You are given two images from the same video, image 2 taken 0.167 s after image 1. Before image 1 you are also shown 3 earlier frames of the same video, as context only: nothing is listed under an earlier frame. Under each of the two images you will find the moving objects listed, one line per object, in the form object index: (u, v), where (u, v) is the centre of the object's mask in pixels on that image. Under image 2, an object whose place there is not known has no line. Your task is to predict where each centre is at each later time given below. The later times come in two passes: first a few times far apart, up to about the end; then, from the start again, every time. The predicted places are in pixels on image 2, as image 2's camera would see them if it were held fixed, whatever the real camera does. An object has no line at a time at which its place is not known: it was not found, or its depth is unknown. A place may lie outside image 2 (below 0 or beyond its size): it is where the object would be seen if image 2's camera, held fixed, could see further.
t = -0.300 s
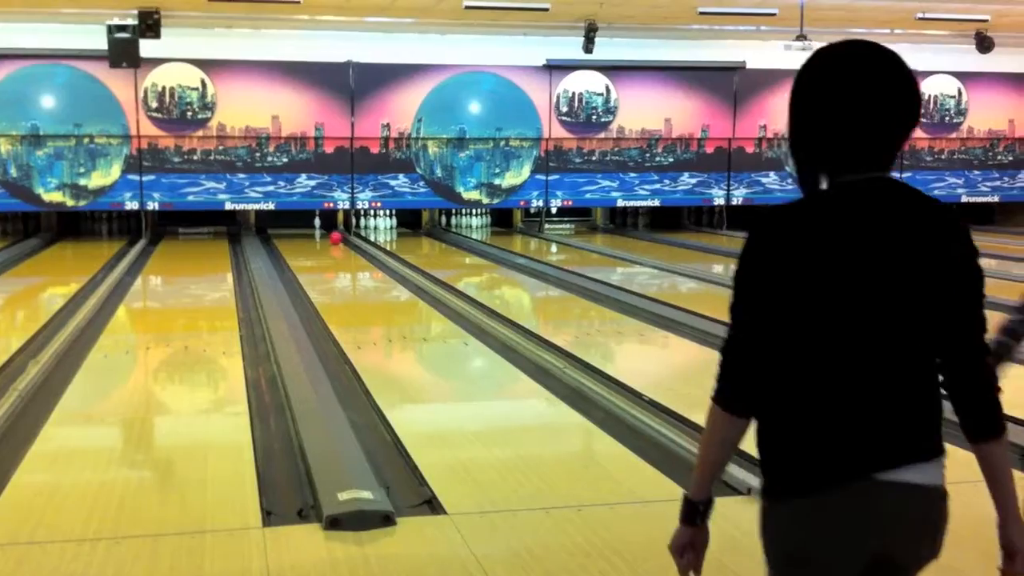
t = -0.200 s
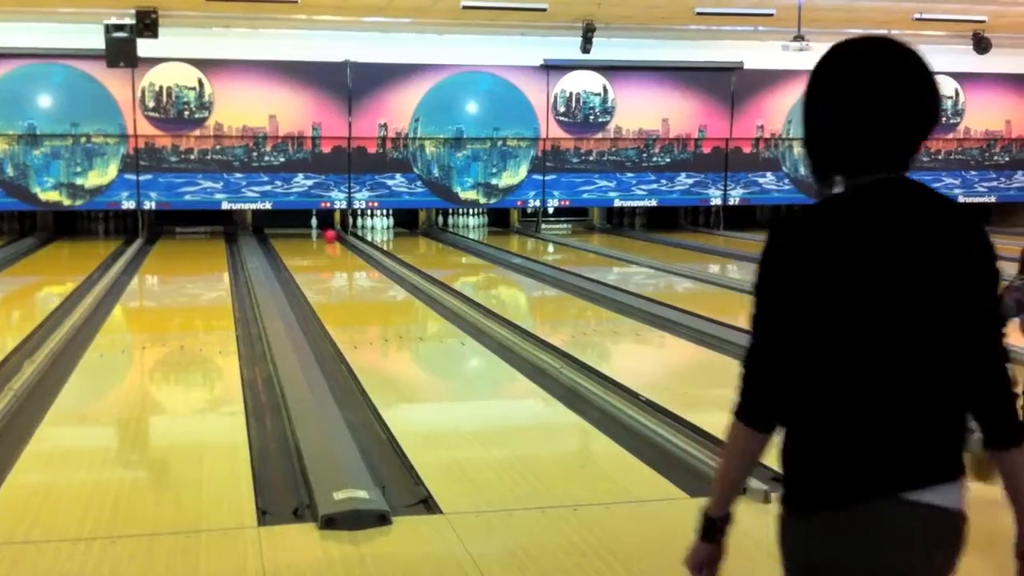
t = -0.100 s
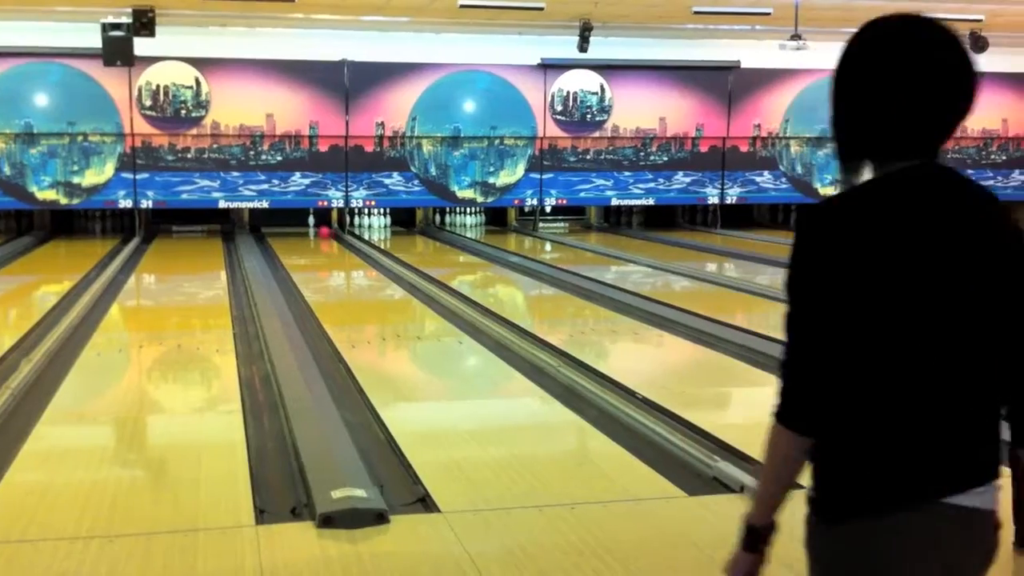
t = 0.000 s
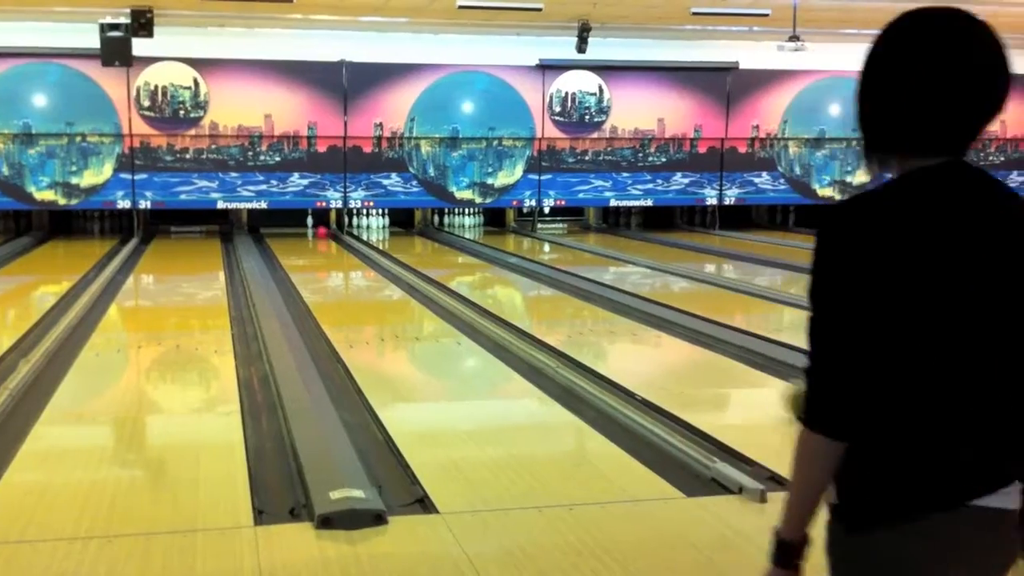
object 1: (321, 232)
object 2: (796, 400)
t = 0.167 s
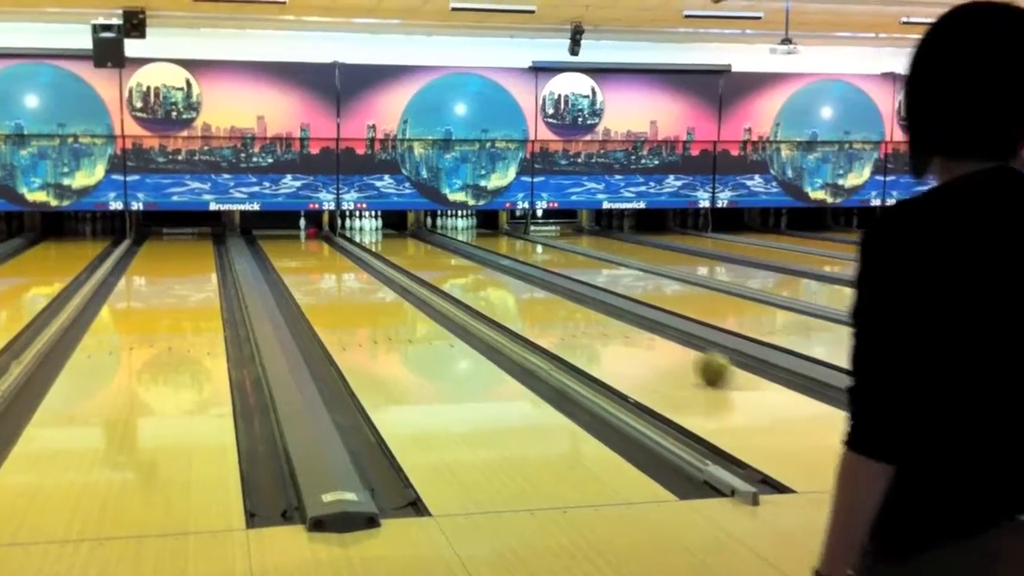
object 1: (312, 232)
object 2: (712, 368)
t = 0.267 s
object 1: (309, 231)
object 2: (674, 352)
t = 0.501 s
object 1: (304, 227)
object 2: (605, 324)
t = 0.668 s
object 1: (300, 222)
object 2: (566, 307)
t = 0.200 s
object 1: (311, 234)
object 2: (700, 364)
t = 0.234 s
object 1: (310, 231)
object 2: (688, 358)
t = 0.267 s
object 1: (309, 231)
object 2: (674, 352)
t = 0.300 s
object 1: (309, 232)
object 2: (663, 347)
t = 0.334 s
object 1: (307, 230)
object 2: (651, 342)
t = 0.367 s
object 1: (307, 230)
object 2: (641, 338)
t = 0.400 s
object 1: (307, 229)
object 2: (632, 334)
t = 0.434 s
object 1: (306, 228)
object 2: (622, 331)
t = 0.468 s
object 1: (304, 227)
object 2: (613, 327)
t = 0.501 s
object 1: (304, 227)
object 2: (605, 324)
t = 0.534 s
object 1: (302, 225)
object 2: (595, 320)
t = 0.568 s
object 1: (302, 223)
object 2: (587, 315)
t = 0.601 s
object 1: (301, 224)
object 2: (580, 313)
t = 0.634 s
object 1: (300, 223)
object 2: (573, 310)
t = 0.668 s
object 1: (300, 222)
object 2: (566, 307)
